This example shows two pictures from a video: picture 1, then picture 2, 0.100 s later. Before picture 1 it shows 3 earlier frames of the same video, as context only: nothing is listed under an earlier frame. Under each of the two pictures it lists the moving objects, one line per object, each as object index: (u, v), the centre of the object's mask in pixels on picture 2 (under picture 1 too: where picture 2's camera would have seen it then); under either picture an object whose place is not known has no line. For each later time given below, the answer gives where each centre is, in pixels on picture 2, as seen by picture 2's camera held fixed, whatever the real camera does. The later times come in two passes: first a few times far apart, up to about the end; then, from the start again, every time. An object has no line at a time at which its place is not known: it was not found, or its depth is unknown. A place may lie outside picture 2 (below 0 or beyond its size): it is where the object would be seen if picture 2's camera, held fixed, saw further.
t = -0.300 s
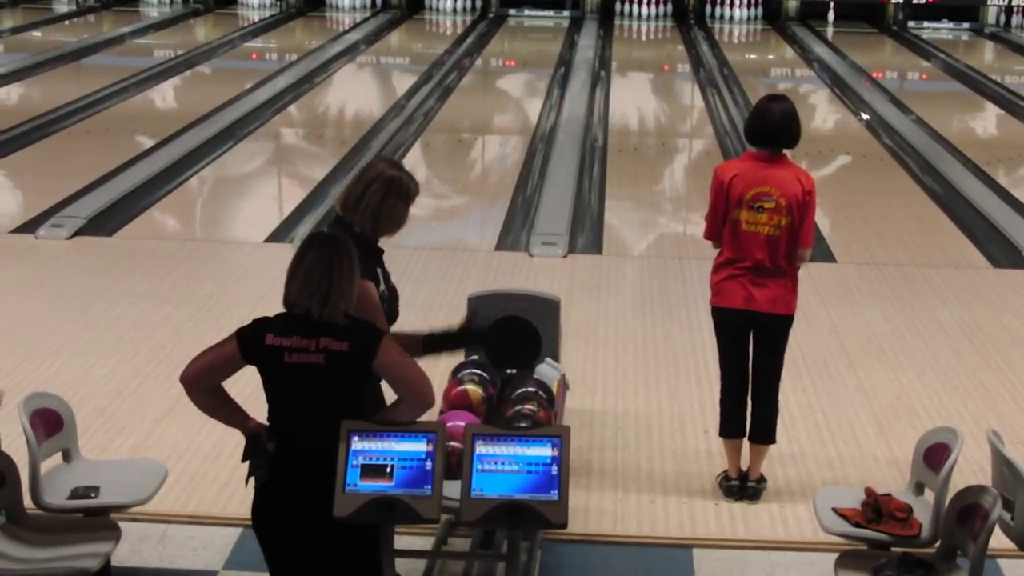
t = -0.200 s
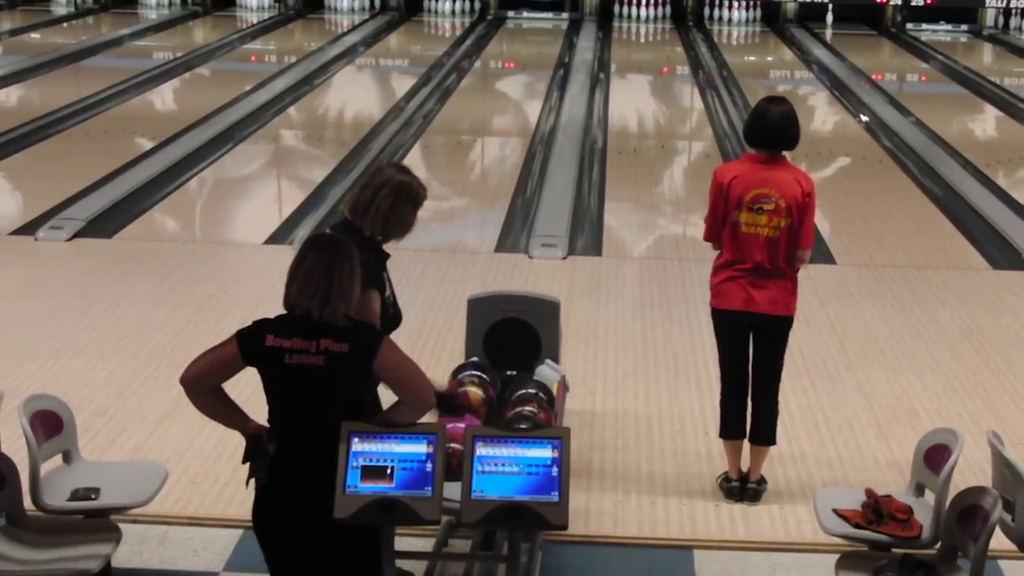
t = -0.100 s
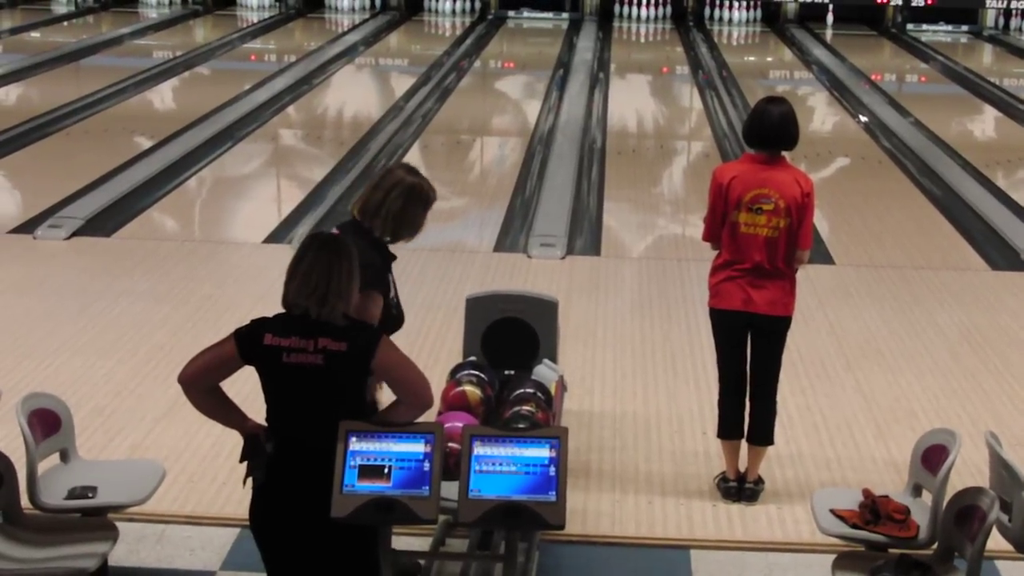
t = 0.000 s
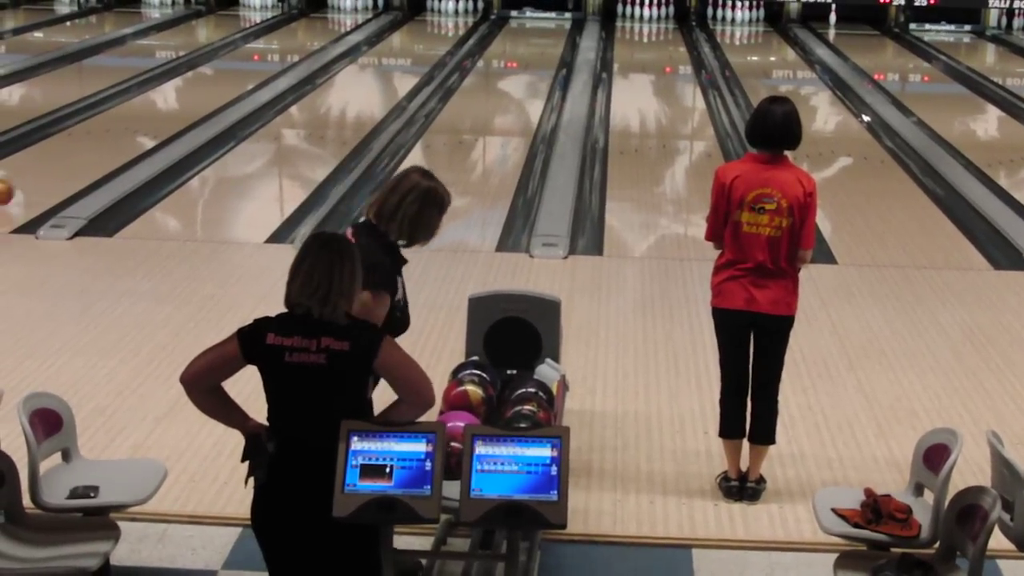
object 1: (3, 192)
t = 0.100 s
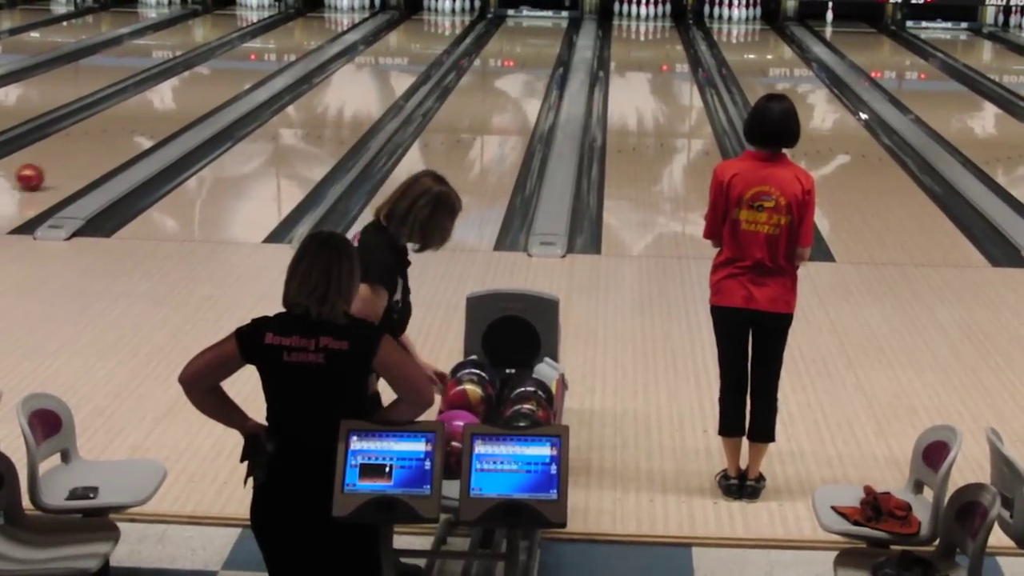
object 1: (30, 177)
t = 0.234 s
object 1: (69, 158)
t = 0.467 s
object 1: (126, 129)
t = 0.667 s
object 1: (167, 110)
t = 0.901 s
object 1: (206, 90)
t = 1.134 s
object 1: (238, 73)
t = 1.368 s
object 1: (265, 58)
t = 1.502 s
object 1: (279, 51)
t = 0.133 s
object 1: (40, 172)
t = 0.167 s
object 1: (50, 167)
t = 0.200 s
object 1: (60, 162)
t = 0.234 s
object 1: (69, 158)
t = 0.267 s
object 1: (78, 154)
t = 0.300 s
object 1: (86, 149)
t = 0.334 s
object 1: (94, 145)
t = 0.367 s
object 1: (103, 141)
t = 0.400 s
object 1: (110, 137)
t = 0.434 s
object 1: (118, 134)
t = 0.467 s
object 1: (126, 129)
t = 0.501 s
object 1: (133, 126)
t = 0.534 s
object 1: (140, 124)
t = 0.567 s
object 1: (147, 119)
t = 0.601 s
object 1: (153, 116)
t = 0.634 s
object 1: (160, 113)
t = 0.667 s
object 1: (167, 110)
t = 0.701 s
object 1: (173, 107)
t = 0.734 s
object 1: (178, 104)
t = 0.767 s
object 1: (184, 100)
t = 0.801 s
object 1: (189, 98)
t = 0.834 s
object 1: (195, 95)
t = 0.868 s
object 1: (200, 92)
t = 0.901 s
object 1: (206, 90)
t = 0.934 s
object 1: (211, 87)
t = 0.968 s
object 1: (216, 85)
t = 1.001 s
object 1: (220, 82)
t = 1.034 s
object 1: (225, 80)
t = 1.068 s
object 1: (230, 77)
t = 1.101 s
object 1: (234, 75)
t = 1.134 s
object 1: (238, 73)
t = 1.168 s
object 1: (242, 71)
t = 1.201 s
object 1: (246, 69)
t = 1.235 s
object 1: (251, 66)
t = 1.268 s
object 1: (254, 64)
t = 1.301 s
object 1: (258, 62)
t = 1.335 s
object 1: (261, 60)
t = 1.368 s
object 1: (265, 58)
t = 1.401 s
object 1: (270, 56)
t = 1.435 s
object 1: (273, 55)
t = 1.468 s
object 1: (276, 53)
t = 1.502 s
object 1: (279, 51)
